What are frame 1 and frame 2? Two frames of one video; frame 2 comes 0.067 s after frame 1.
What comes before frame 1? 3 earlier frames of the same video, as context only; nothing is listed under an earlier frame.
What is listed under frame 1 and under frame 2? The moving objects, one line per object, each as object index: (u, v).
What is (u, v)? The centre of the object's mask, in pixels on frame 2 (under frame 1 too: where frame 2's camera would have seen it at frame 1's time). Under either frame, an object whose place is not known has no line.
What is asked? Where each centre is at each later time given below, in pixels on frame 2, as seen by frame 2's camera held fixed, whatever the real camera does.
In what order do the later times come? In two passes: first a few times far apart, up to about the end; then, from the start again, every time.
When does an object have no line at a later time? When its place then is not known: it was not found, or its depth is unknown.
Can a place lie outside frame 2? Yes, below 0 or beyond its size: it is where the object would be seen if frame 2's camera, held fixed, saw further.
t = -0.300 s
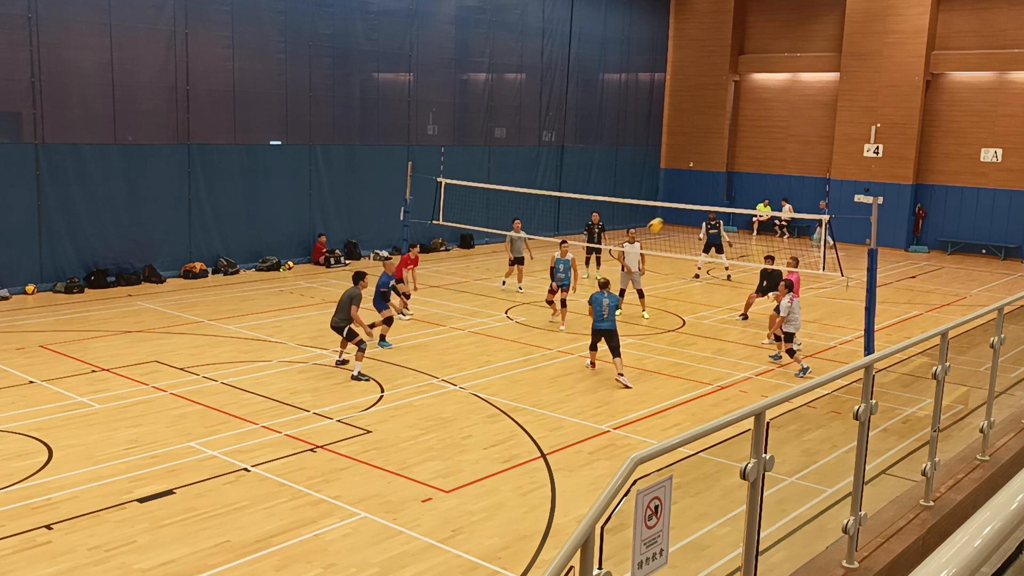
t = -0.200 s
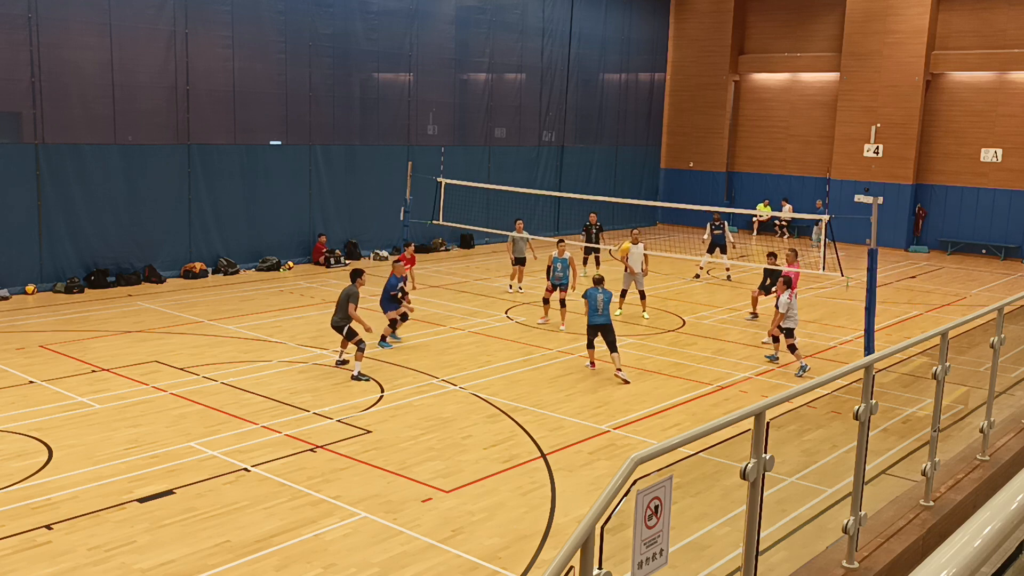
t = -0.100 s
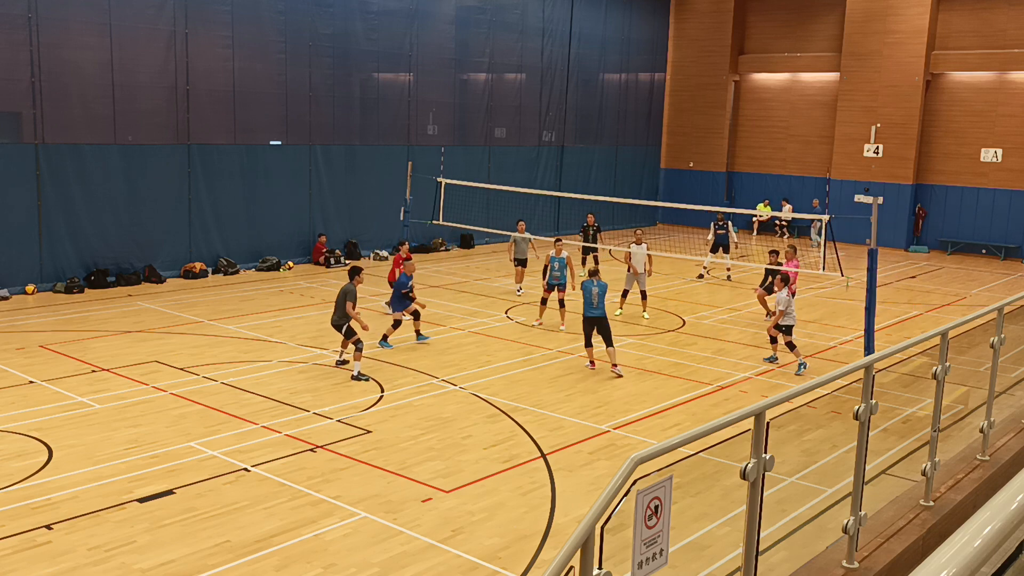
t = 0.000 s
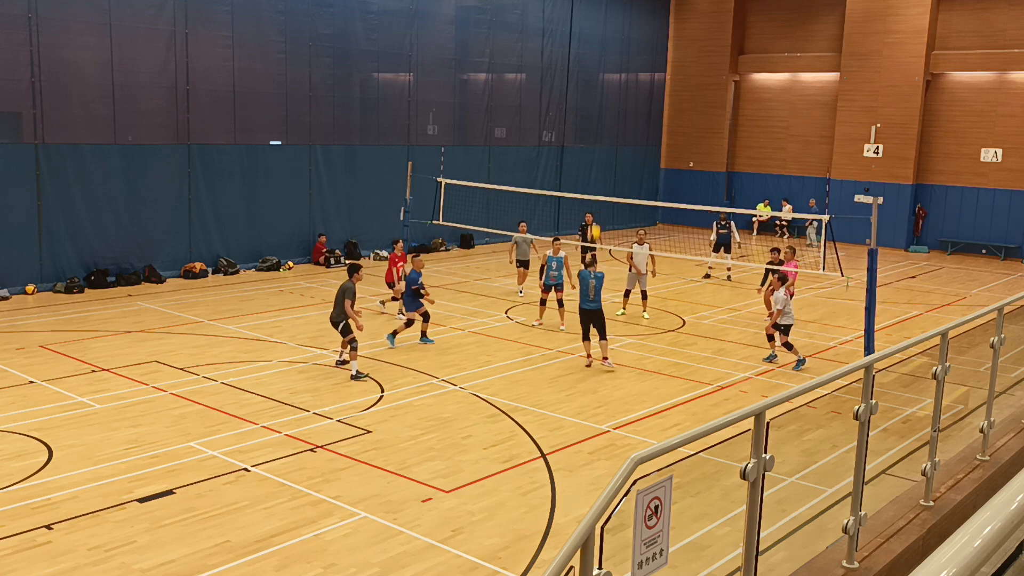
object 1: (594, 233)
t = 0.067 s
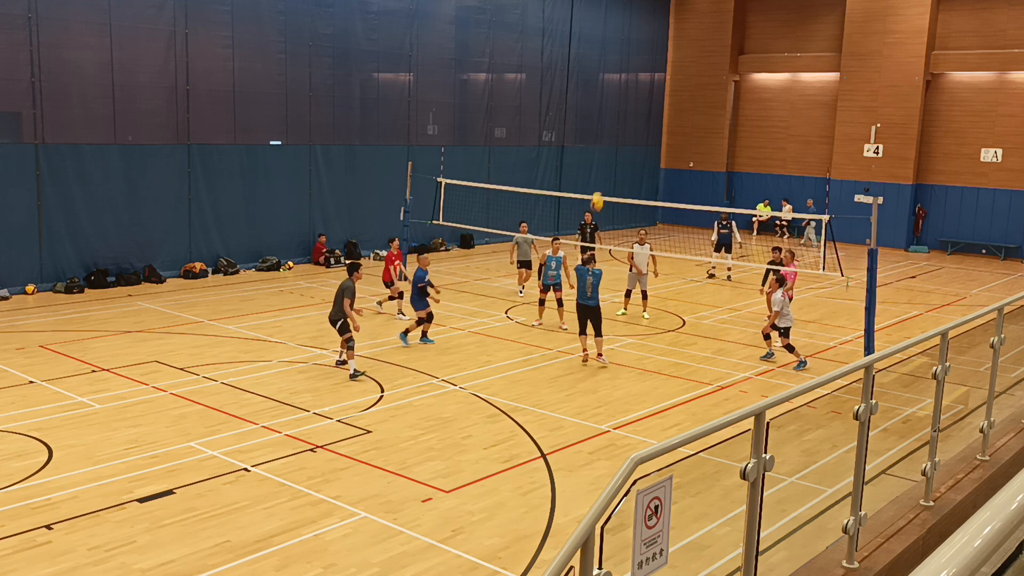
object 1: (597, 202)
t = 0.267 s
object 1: (606, 123)
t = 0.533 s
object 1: (618, 58)
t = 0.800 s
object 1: (627, 37)
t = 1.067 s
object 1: (634, 59)
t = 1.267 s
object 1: (637, 104)
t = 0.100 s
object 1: (599, 187)
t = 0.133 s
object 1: (600, 173)
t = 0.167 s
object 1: (602, 160)
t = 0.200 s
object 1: (604, 147)
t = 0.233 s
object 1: (604, 135)
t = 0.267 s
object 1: (606, 123)
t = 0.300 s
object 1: (608, 113)
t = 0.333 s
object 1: (609, 103)
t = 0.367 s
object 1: (610, 94)
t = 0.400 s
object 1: (612, 85)
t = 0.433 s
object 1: (613, 78)
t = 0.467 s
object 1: (615, 71)
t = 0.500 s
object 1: (617, 64)
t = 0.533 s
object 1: (618, 58)
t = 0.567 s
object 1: (619, 54)
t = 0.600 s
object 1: (620, 49)
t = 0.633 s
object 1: (621, 45)
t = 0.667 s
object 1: (623, 42)
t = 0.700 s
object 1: (624, 40)
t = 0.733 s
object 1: (625, 38)
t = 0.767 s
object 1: (626, 37)
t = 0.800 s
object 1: (627, 37)
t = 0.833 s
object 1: (628, 38)
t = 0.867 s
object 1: (629, 38)
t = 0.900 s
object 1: (630, 40)
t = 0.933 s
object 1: (631, 43)
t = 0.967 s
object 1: (631, 46)
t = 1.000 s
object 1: (632, 50)
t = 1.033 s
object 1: (633, 55)
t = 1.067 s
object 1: (634, 59)
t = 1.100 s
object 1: (634, 65)
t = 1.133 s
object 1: (635, 72)
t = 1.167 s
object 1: (636, 79)
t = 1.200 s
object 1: (636, 87)
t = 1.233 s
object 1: (637, 95)
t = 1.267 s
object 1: (637, 104)
